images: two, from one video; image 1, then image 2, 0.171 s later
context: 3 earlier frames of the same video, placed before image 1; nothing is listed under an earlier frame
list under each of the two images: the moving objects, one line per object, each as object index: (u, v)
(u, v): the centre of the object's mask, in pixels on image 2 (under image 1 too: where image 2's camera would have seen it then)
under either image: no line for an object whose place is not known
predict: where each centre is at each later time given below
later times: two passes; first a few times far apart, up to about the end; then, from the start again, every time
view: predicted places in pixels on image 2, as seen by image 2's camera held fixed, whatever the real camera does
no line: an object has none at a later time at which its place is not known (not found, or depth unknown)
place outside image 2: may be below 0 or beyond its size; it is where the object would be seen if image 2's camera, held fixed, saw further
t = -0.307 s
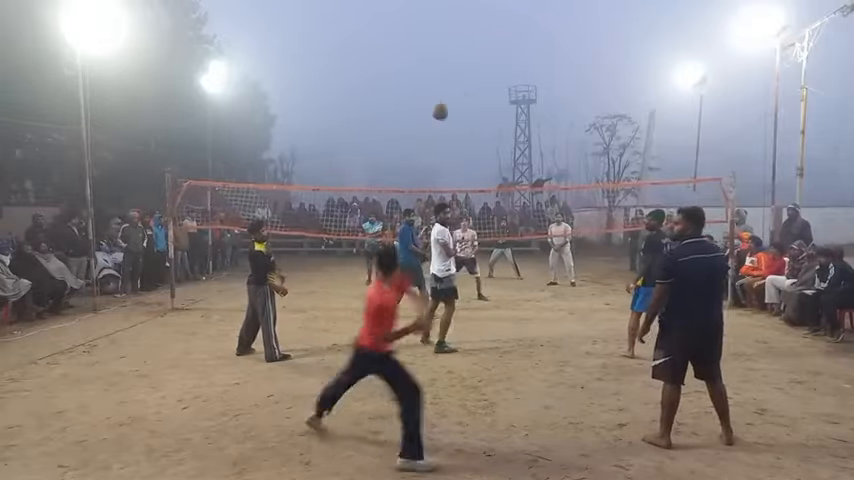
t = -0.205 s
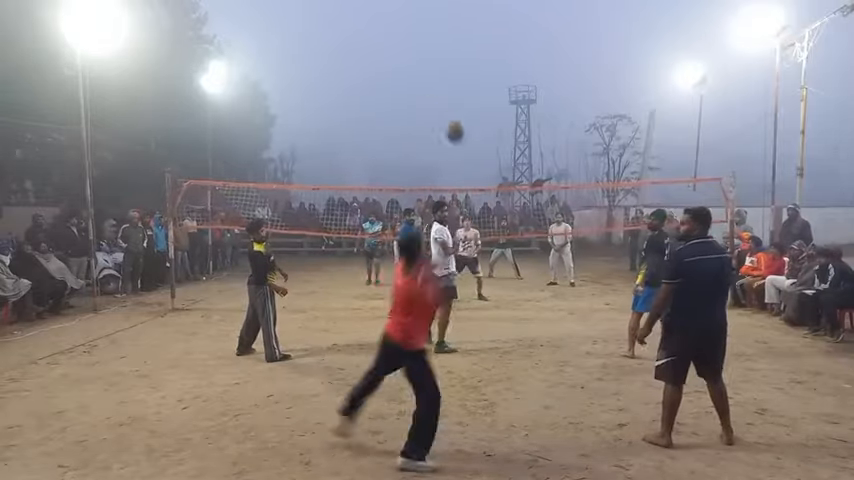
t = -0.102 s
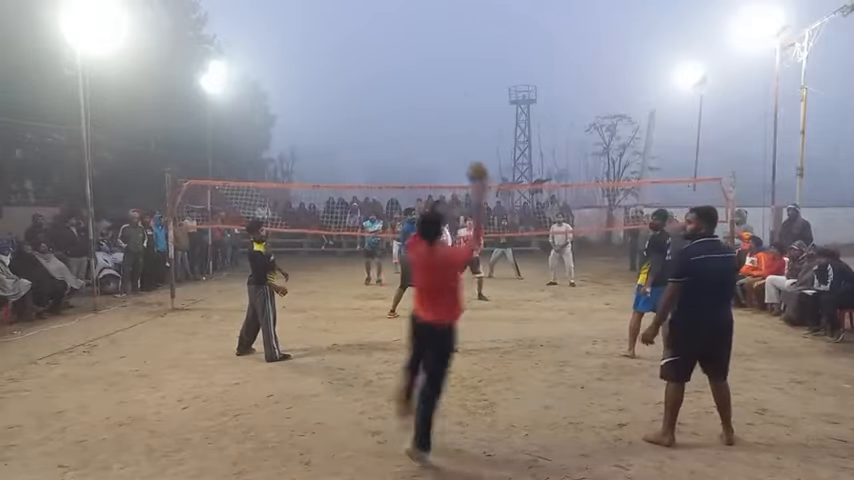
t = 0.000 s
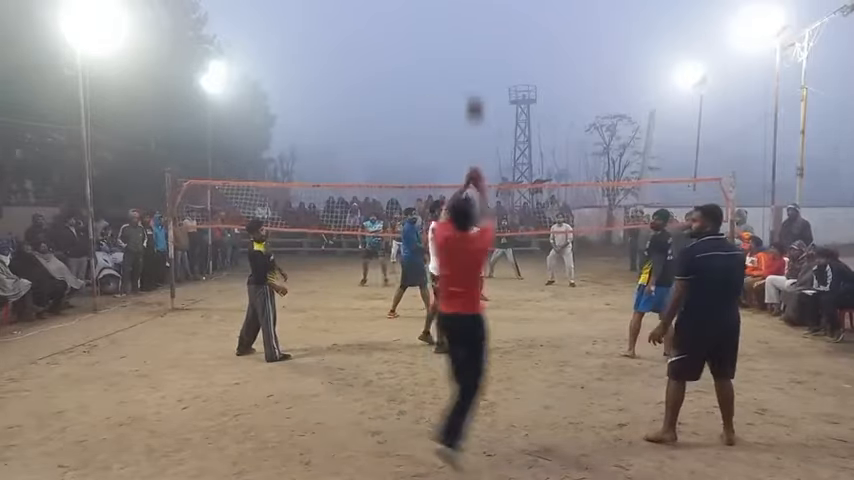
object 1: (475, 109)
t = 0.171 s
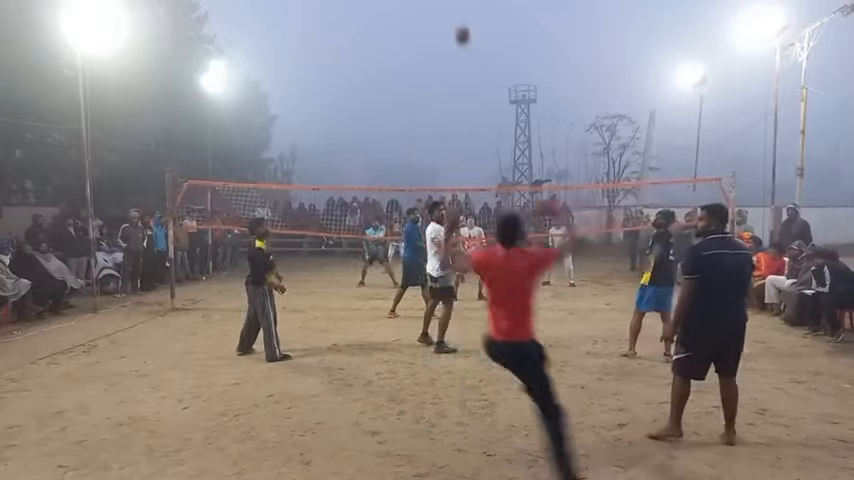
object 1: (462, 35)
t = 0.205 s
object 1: (460, 27)
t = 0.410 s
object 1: (448, 9)
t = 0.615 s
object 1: (440, 24)
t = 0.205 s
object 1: (460, 27)
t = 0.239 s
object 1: (457, 20)
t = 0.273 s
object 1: (456, 16)
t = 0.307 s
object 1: (454, 12)
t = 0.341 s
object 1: (452, 11)
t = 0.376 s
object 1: (450, 10)
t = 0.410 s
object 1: (448, 9)
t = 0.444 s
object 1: (447, 10)
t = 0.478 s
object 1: (446, 11)
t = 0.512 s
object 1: (444, 13)
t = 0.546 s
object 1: (442, 17)
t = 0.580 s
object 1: (441, 20)
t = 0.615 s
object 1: (440, 24)
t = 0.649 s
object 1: (438, 29)
